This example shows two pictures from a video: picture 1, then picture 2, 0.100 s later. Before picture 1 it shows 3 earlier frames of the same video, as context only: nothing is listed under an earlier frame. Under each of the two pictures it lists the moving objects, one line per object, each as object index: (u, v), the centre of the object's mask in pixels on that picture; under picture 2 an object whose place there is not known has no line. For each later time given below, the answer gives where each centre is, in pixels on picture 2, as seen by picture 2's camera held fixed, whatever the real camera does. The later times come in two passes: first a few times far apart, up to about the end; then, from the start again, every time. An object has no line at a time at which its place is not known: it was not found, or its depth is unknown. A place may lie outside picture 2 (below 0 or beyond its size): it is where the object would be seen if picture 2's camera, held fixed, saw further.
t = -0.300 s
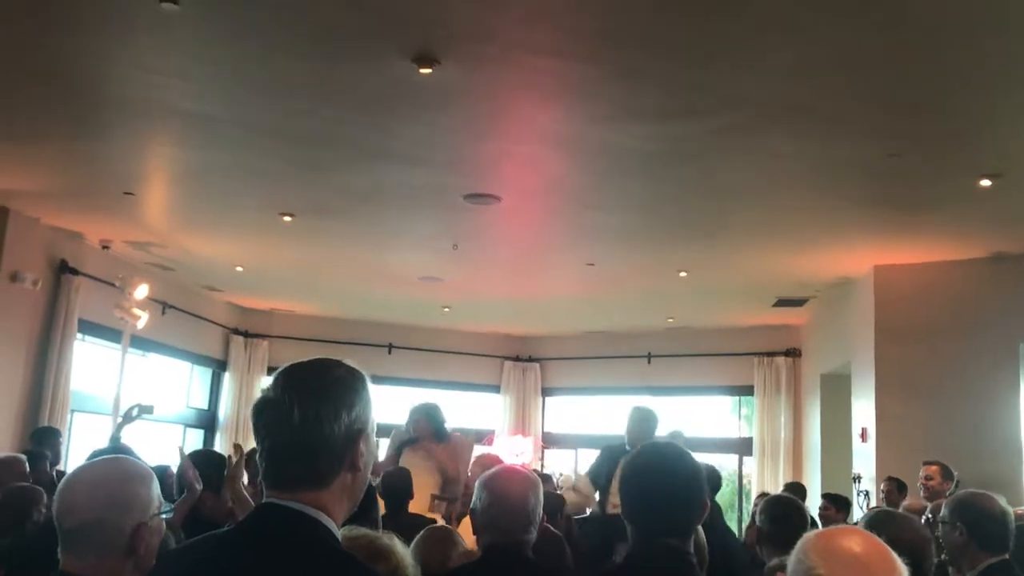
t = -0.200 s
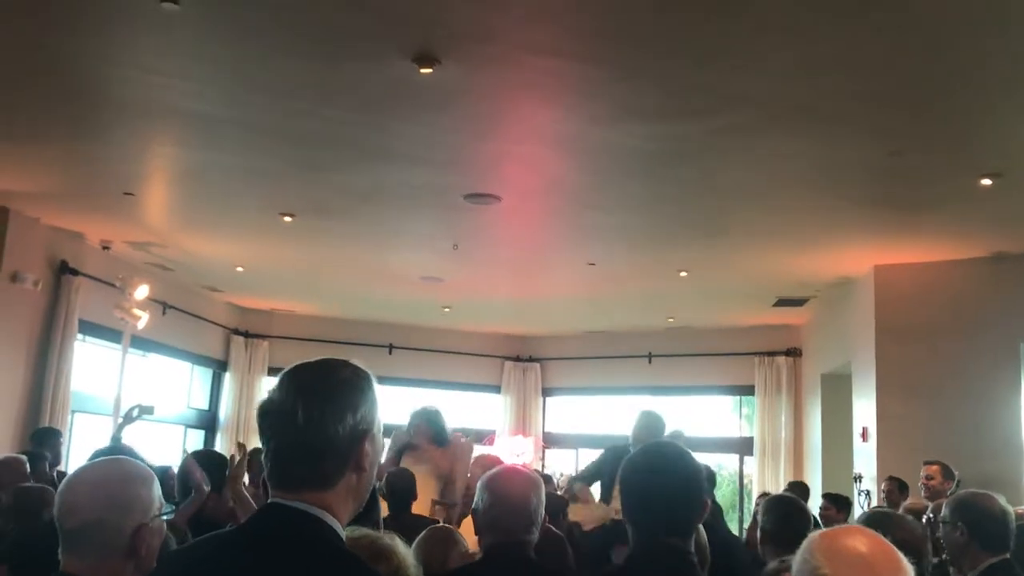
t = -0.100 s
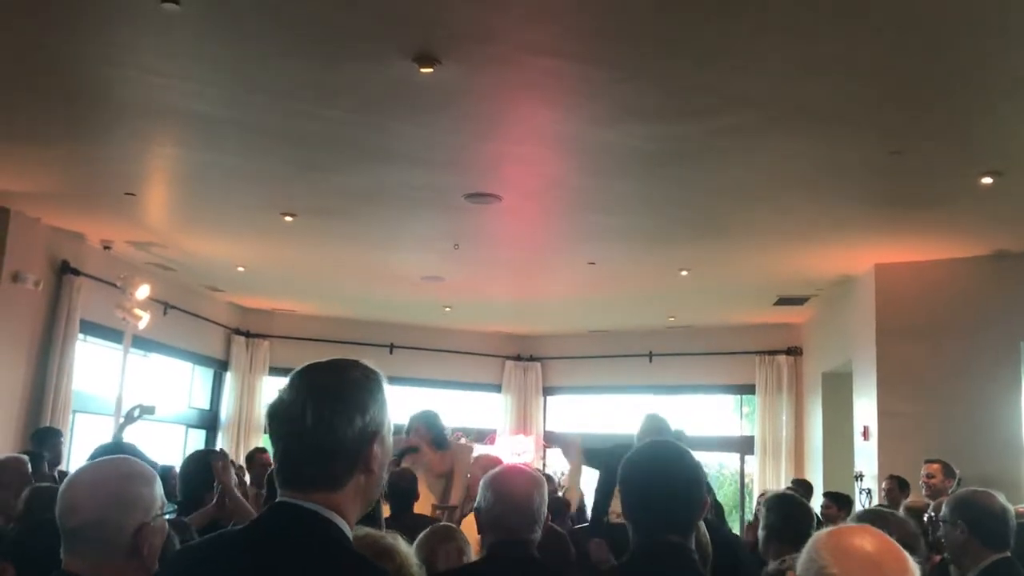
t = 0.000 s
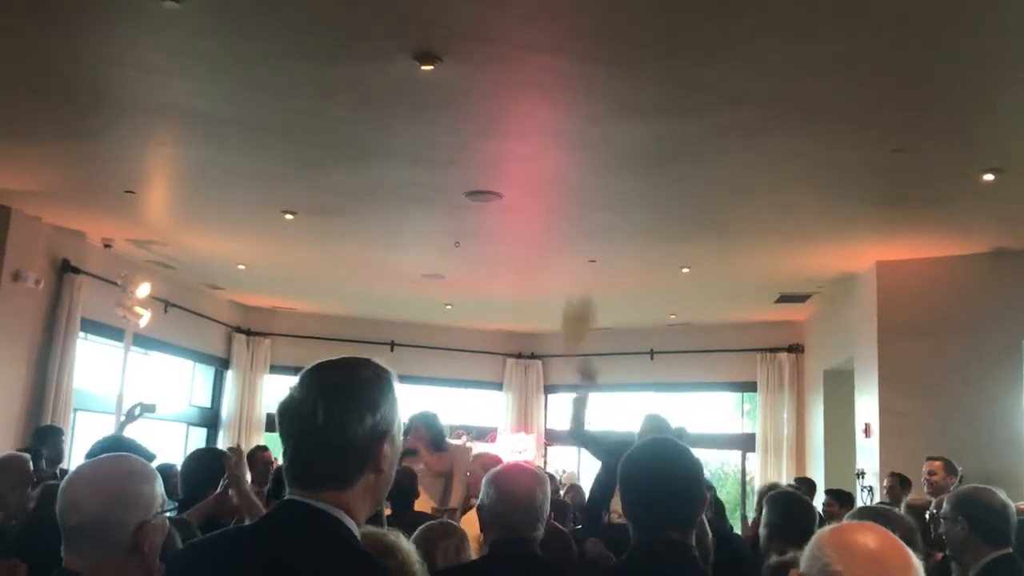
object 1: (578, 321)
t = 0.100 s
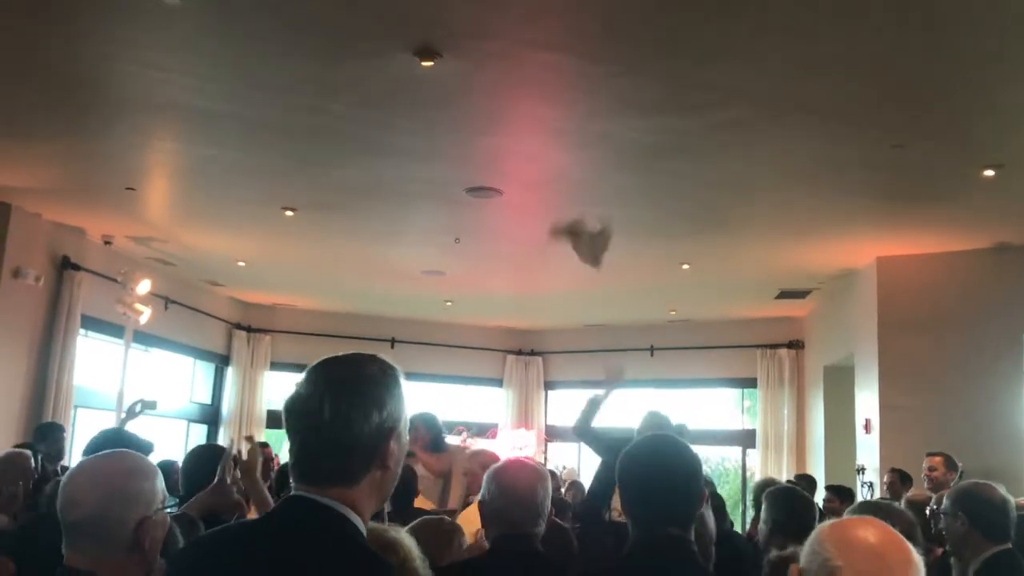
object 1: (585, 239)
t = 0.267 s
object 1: (578, 185)
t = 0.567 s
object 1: (587, 204)
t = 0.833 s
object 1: (582, 319)
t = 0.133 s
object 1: (585, 227)
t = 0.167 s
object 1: (584, 213)
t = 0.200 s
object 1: (584, 201)
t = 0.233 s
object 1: (579, 190)
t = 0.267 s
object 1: (578, 185)
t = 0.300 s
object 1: (579, 181)
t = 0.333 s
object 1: (581, 177)
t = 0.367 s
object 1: (583, 177)
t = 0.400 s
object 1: (583, 178)
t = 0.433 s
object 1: (583, 181)
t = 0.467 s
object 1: (585, 185)
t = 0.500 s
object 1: (585, 191)
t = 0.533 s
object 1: (587, 197)
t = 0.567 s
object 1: (587, 204)
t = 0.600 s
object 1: (586, 215)
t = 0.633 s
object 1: (584, 228)
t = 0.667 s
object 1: (584, 240)
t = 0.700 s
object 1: (583, 254)
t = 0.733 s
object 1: (582, 268)
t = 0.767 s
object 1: (581, 284)
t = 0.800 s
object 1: (581, 299)
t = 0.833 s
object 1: (582, 319)
